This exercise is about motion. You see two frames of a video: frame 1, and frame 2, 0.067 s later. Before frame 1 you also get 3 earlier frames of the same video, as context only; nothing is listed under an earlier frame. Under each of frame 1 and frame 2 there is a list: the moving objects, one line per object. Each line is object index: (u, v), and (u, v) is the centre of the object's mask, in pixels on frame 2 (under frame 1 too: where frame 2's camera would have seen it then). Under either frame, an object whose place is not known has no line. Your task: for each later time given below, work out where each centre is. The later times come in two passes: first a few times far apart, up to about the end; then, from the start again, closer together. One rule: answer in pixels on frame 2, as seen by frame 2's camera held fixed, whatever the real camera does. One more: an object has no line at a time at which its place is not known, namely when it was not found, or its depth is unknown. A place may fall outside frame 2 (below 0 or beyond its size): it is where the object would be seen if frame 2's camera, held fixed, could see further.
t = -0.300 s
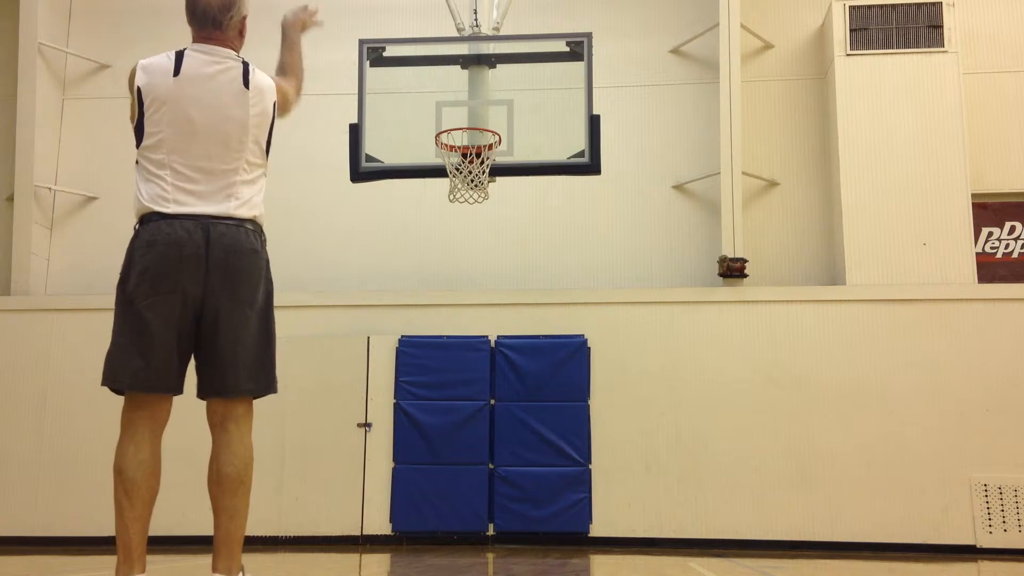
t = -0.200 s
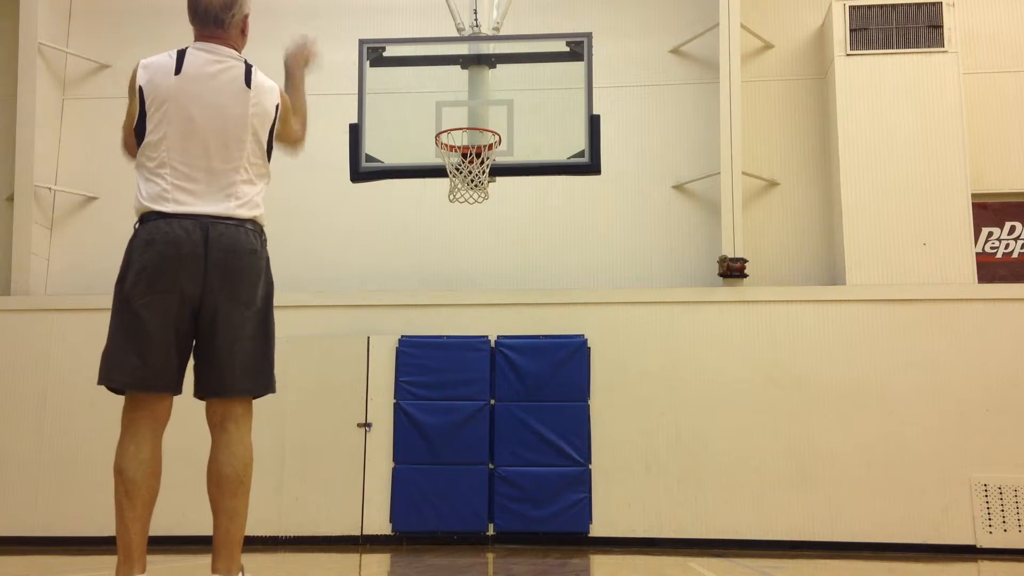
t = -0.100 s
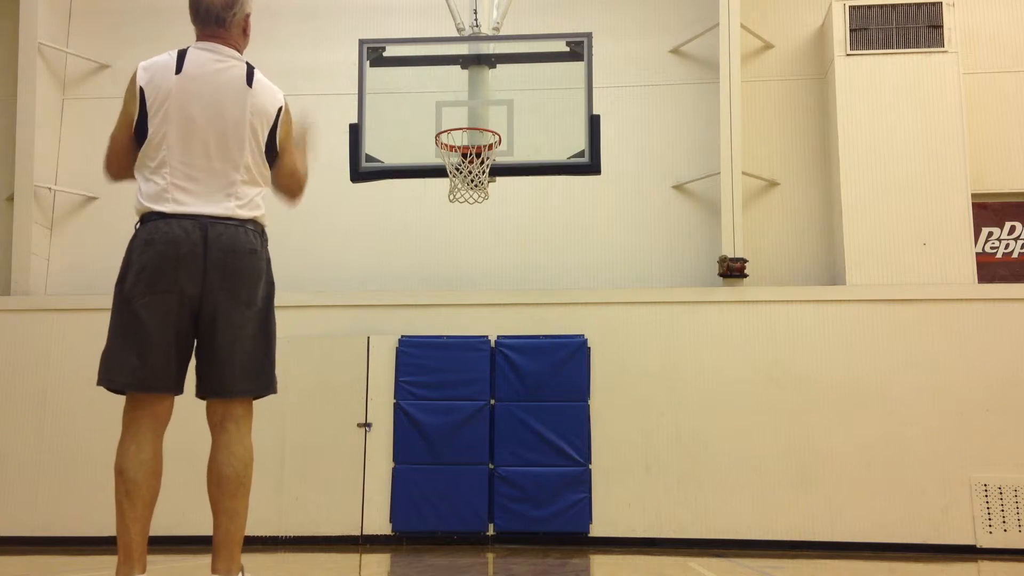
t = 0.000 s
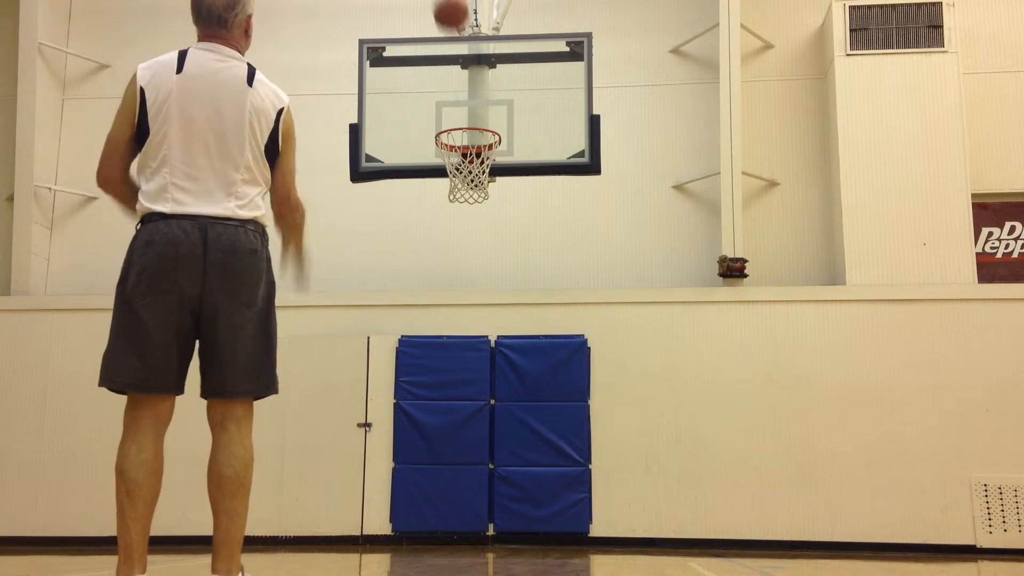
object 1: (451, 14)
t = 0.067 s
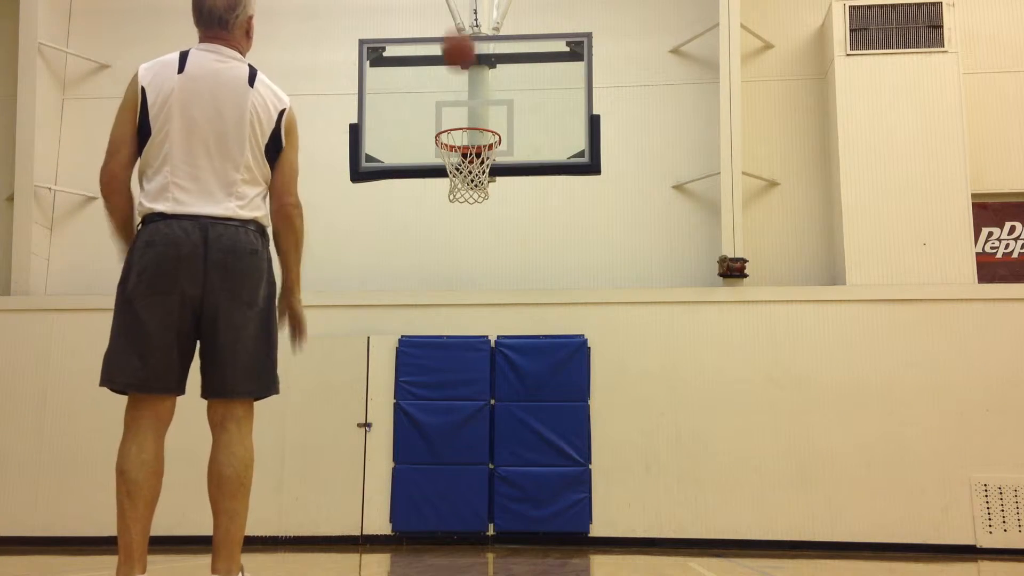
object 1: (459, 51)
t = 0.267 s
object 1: (470, 162)
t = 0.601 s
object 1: (465, 199)
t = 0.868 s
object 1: (467, 259)
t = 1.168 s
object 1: (471, 481)
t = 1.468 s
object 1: (484, 373)
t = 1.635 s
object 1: (493, 307)
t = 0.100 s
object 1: (462, 68)
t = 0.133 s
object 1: (464, 90)
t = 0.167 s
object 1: (467, 109)
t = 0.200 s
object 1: (469, 130)
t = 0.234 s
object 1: (473, 155)
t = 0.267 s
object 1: (470, 162)
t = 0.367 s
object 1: (470, 184)
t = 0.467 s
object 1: (465, 172)
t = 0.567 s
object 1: (465, 197)
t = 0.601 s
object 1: (465, 199)
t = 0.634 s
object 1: (464, 201)
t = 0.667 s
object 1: (464, 202)
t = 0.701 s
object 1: (465, 207)
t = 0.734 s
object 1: (465, 214)
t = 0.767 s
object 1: (466, 223)
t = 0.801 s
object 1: (466, 233)
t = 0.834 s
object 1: (467, 245)
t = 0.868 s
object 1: (467, 259)
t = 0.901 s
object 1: (468, 275)
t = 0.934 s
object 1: (468, 292)
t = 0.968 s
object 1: (469, 311)
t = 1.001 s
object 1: (469, 337)
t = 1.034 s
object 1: (470, 361)
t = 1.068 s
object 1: (471, 385)
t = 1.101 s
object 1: (471, 415)
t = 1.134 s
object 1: (471, 447)
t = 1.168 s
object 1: (471, 481)
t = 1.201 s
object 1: (471, 516)
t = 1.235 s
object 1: (471, 535)
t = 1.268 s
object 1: (473, 508)
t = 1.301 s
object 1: (475, 481)
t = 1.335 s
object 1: (477, 456)
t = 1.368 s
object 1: (478, 433)
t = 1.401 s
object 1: (481, 411)
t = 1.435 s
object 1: (483, 392)
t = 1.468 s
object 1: (484, 373)
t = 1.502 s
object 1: (486, 358)
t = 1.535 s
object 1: (488, 343)
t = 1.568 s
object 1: (490, 330)
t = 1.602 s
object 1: (491, 318)
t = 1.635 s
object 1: (493, 307)
